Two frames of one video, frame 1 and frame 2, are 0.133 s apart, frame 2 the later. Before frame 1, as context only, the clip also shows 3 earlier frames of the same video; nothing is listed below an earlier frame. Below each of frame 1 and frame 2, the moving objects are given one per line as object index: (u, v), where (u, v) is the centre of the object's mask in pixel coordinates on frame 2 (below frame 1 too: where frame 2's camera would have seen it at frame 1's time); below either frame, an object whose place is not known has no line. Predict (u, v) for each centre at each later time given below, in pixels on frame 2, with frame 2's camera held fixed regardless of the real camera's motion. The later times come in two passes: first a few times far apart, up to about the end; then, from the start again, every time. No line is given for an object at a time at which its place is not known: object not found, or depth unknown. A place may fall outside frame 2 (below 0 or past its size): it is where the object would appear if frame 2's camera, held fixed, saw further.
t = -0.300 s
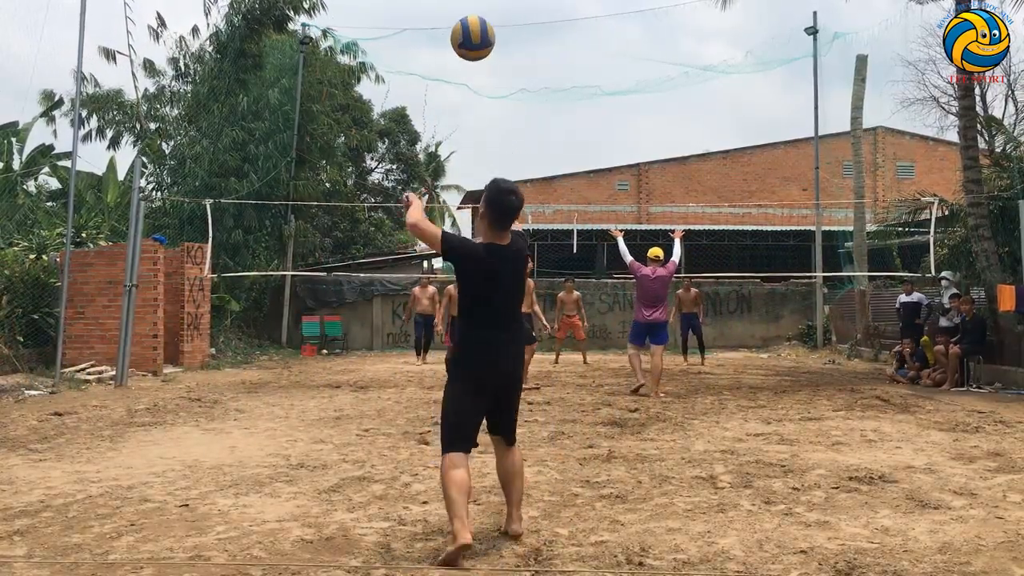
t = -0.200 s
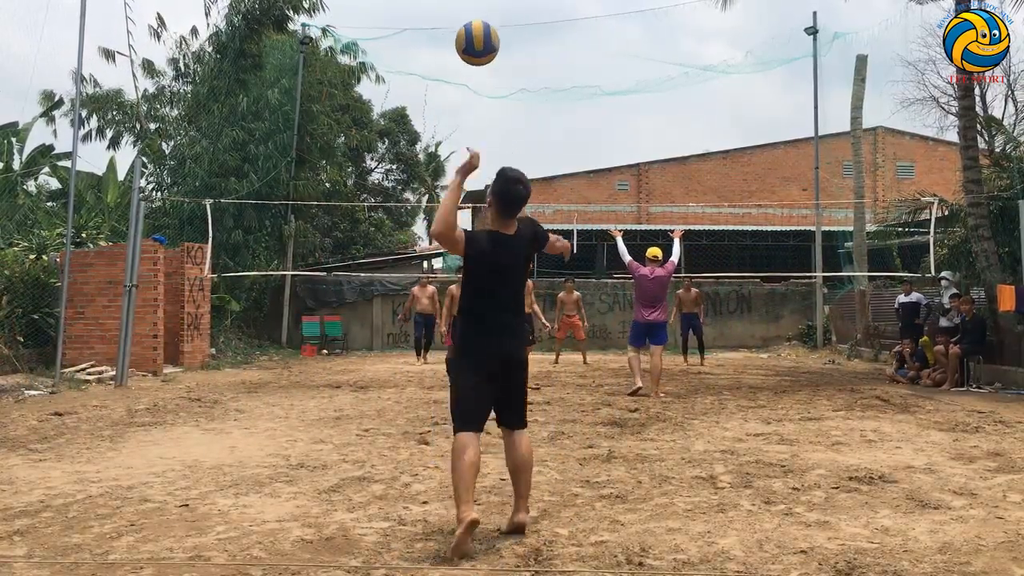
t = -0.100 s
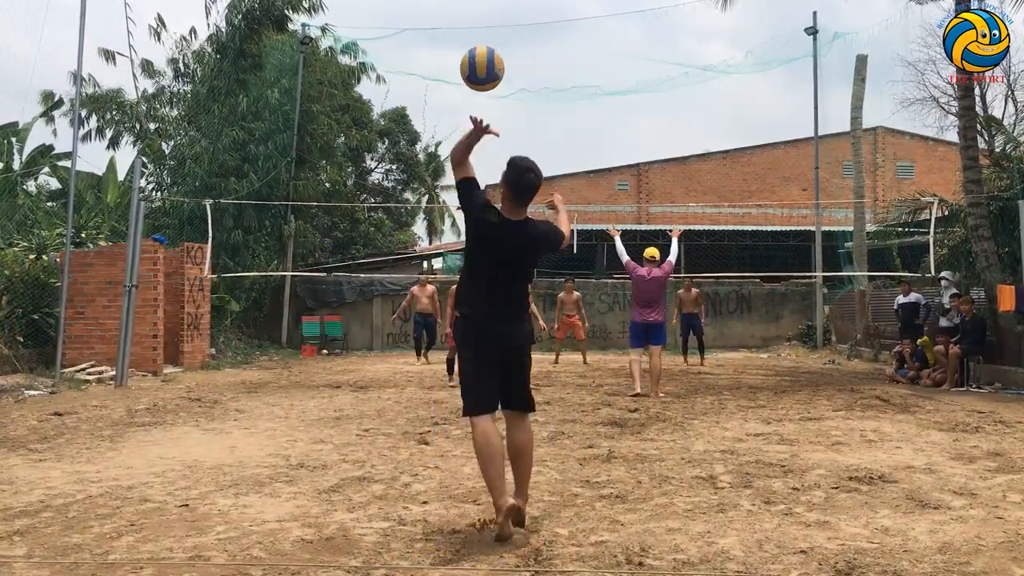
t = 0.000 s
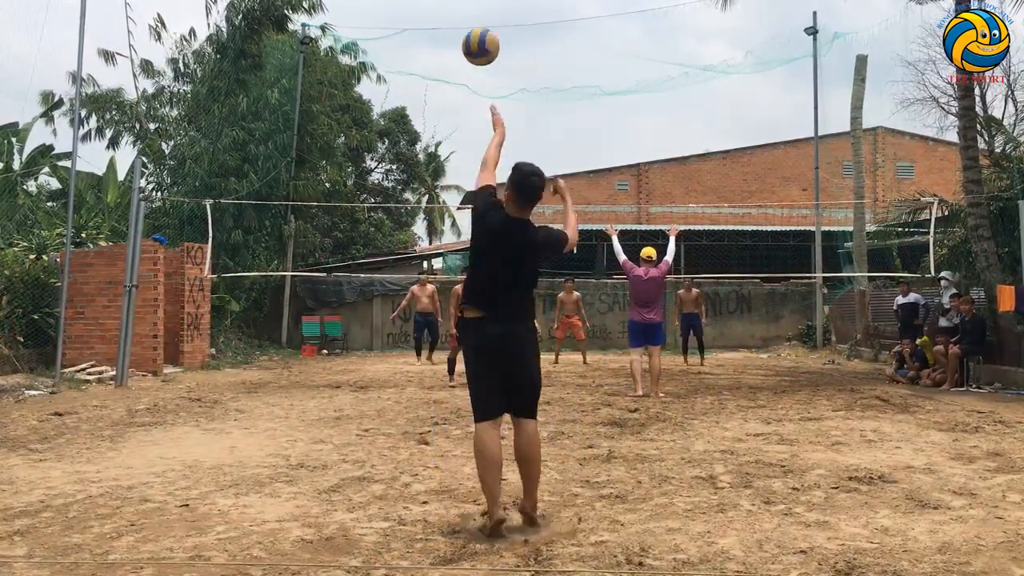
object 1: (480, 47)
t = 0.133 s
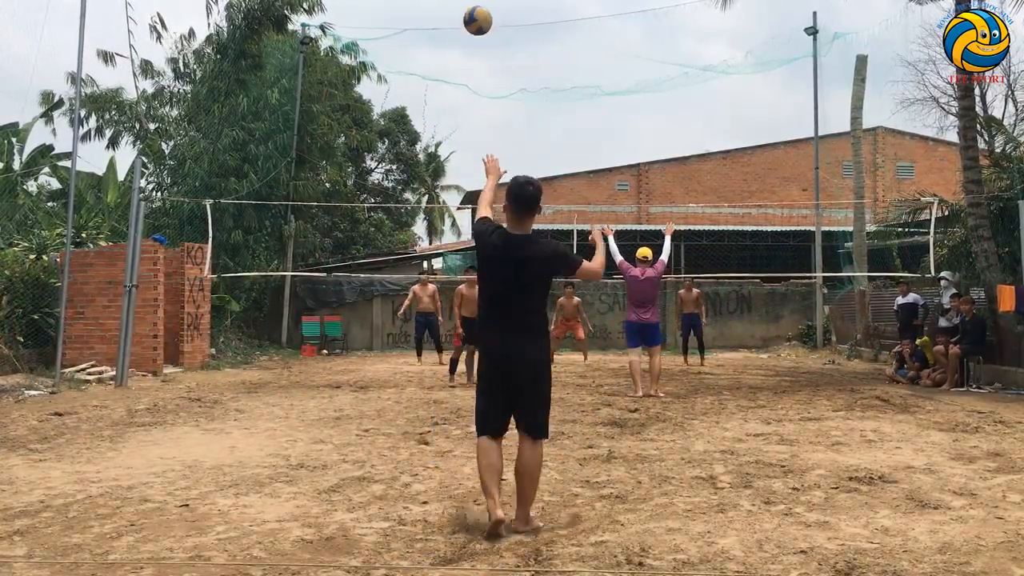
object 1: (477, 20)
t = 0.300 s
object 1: (478, 28)
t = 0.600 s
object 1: (480, 88)
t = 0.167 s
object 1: (477, 19)
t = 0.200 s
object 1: (478, 20)
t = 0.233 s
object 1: (478, 21)
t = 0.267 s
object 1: (478, 24)
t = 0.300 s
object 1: (478, 28)
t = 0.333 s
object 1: (479, 32)
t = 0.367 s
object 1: (479, 38)
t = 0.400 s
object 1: (479, 44)
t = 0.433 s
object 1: (479, 50)
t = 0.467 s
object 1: (479, 57)
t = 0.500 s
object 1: (480, 65)
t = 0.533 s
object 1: (480, 72)
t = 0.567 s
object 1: (480, 80)
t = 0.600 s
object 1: (480, 88)
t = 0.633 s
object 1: (480, 96)
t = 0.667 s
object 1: (480, 104)
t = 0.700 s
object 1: (479, 113)
